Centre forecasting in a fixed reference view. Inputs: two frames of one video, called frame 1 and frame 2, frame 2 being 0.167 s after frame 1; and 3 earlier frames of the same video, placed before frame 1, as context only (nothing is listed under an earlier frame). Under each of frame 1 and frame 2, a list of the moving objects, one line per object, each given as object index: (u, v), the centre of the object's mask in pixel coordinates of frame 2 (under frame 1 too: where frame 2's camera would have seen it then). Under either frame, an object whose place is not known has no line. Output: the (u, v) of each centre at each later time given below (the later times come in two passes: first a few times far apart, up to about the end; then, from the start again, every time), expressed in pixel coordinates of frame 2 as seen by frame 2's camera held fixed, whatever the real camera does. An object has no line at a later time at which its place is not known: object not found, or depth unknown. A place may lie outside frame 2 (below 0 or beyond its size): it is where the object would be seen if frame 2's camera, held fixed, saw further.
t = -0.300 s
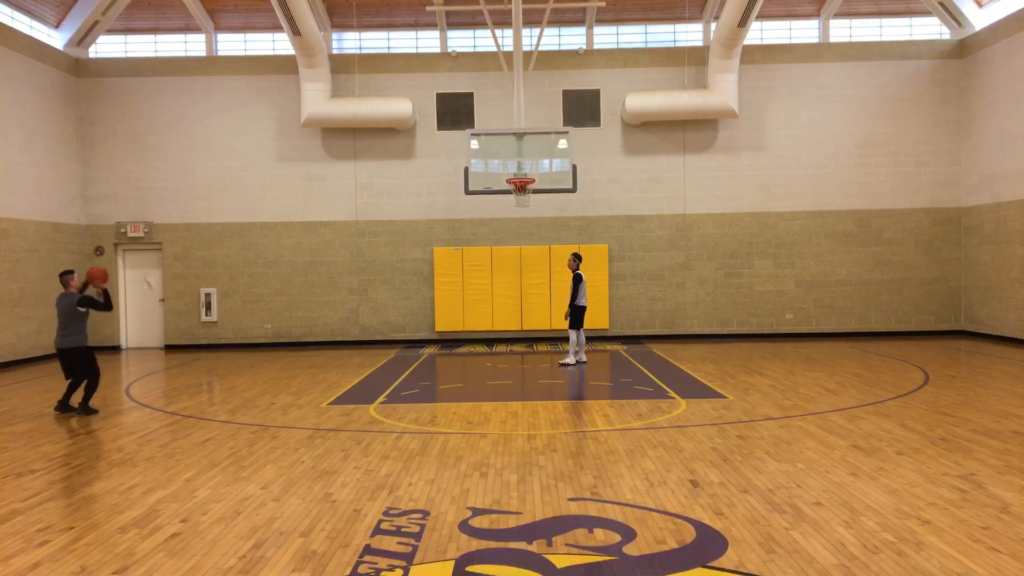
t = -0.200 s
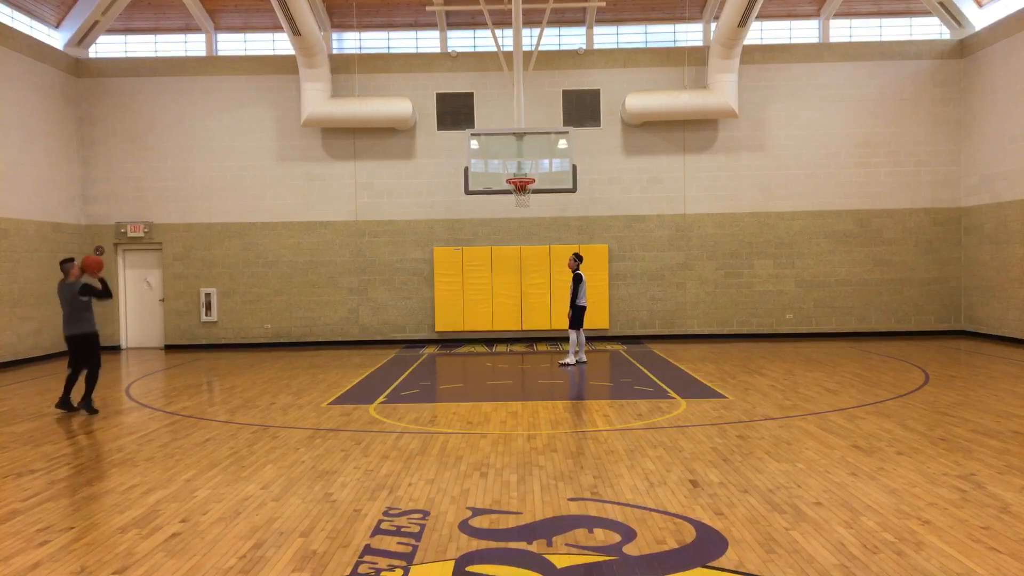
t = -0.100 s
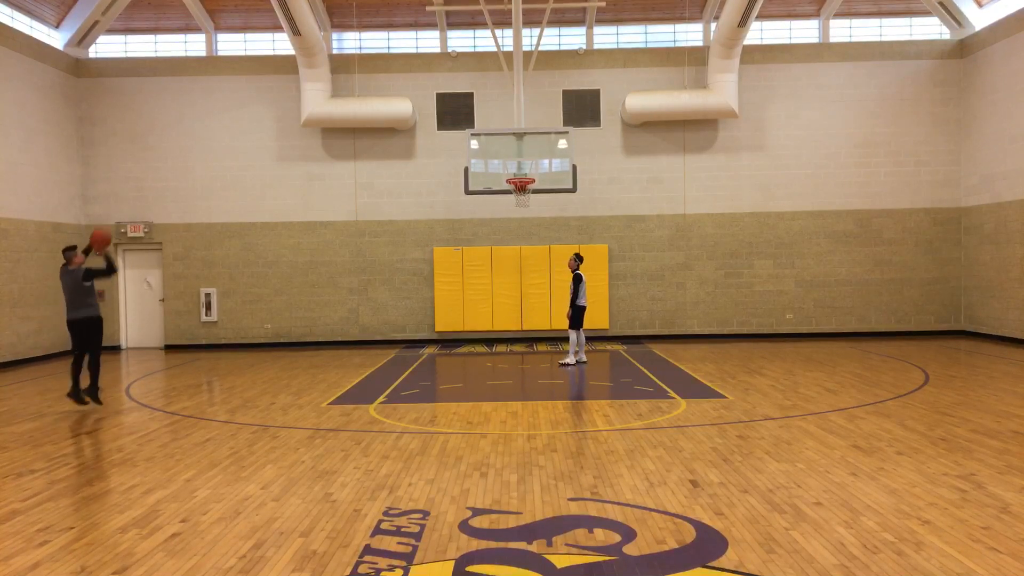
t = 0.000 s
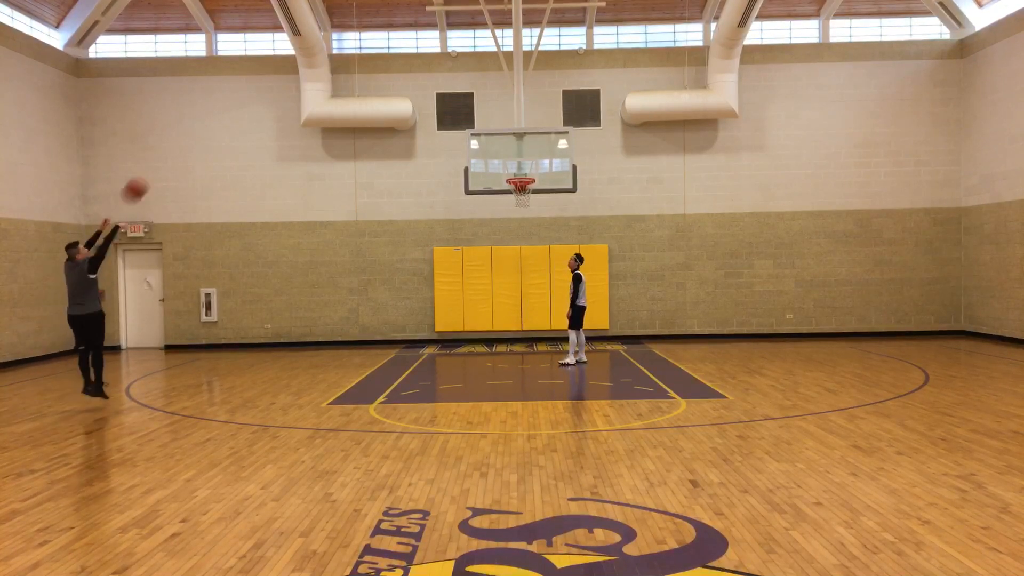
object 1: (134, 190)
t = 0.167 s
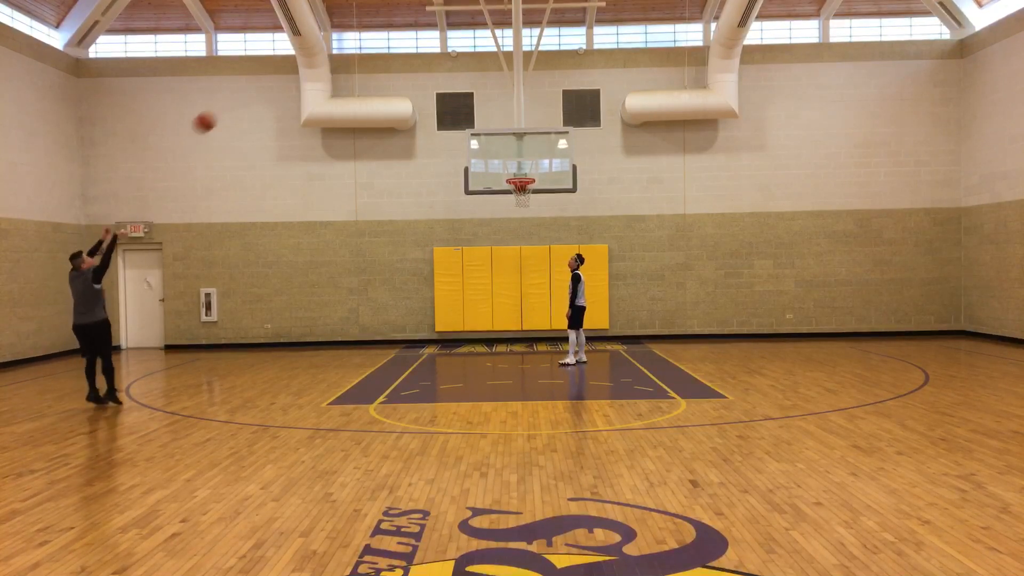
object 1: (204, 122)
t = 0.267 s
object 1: (243, 94)
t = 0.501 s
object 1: (326, 62)
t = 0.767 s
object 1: (409, 73)
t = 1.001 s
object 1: (474, 118)
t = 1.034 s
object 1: (483, 126)
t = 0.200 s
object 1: (217, 112)
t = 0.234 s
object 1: (231, 103)
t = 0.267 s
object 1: (243, 94)
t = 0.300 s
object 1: (255, 87)
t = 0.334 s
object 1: (267, 81)
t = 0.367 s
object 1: (280, 76)
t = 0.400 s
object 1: (292, 71)
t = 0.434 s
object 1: (303, 67)
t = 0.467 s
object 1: (314, 64)
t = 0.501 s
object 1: (326, 62)
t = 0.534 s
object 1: (337, 61)
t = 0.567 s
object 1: (347, 61)
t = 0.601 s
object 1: (359, 62)
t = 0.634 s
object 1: (369, 62)
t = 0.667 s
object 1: (379, 64)
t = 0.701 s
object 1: (390, 67)
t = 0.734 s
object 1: (399, 69)
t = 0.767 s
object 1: (409, 73)
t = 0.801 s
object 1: (418, 78)
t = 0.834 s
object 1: (428, 83)
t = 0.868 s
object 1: (437, 88)
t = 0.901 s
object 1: (447, 95)
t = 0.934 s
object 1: (456, 101)
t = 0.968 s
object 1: (464, 108)
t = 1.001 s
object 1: (474, 118)
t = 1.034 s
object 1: (483, 126)
